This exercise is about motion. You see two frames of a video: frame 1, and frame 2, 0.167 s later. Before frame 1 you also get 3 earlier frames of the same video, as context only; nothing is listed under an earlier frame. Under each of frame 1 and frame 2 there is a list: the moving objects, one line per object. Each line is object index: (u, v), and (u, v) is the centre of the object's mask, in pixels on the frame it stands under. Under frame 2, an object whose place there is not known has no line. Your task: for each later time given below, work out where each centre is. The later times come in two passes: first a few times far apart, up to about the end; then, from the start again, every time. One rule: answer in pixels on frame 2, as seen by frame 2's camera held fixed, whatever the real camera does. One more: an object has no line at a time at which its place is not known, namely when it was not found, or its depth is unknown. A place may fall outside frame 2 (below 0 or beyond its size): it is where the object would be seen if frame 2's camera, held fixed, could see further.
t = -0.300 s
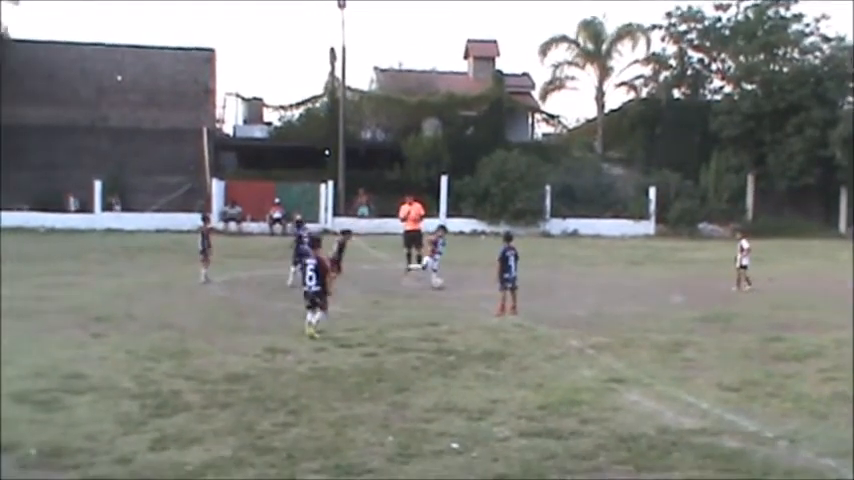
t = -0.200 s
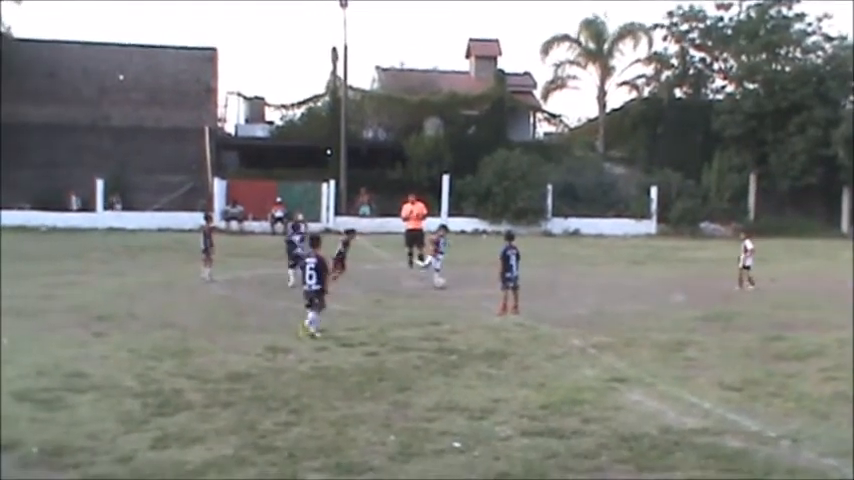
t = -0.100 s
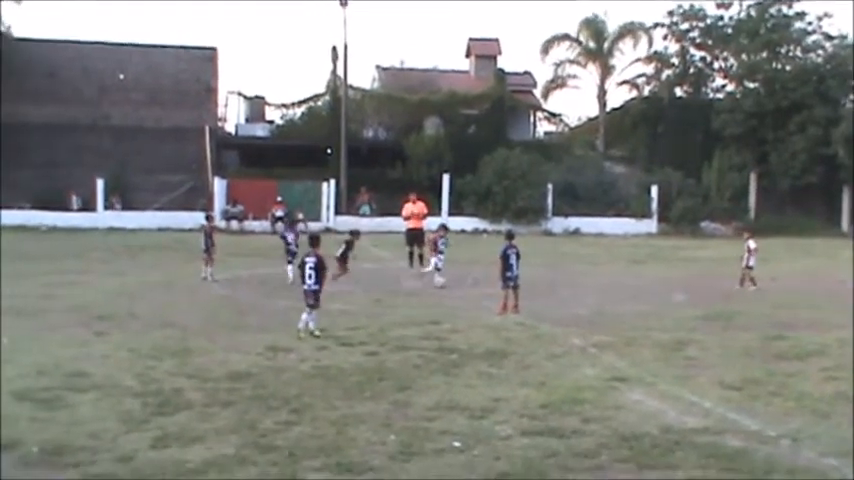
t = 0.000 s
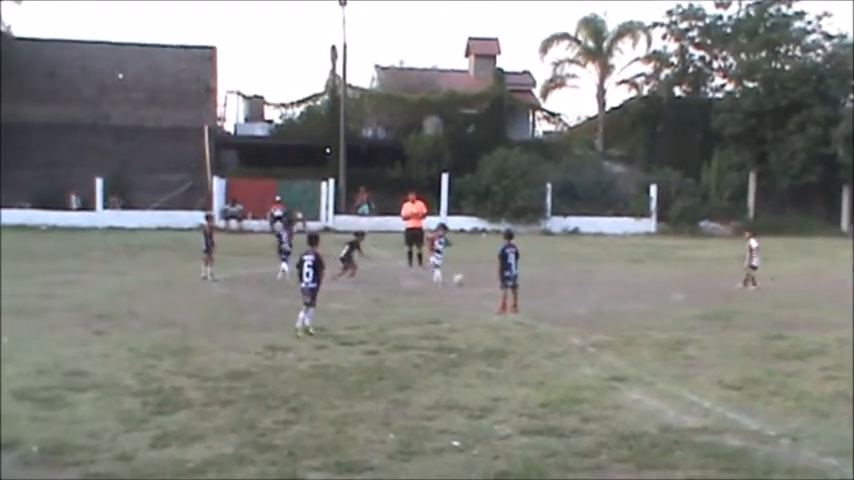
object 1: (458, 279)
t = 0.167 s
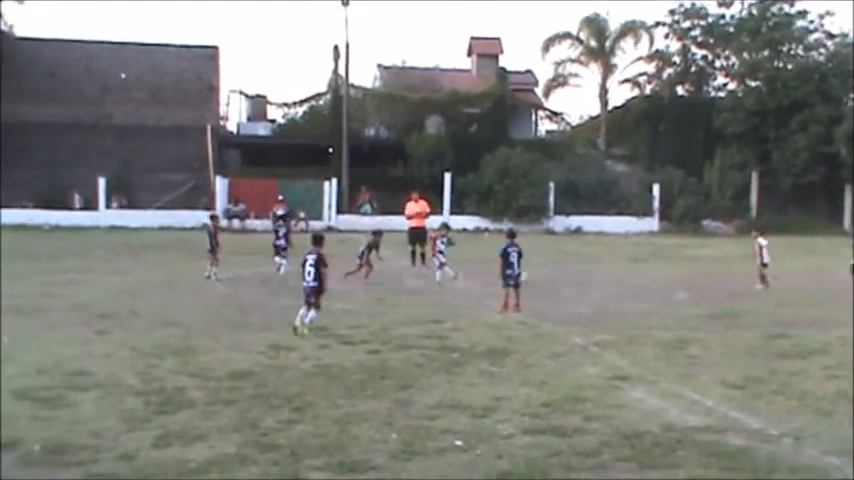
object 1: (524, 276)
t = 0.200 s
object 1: (534, 274)
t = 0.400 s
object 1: (594, 274)
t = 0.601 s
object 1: (640, 277)
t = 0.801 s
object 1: (677, 278)
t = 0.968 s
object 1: (704, 283)
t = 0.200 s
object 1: (534, 274)
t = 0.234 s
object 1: (545, 272)
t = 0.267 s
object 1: (555, 271)
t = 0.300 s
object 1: (564, 271)
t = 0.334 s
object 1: (574, 272)
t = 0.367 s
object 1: (584, 273)
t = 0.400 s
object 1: (594, 274)
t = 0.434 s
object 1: (603, 276)
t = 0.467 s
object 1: (613, 279)
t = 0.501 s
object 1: (621, 281)
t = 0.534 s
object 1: (628, 280)
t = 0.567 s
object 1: (634, 278)
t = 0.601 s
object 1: (640, 277)
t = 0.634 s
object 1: (646, 275)
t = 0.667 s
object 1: (652, 275)
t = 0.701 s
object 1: (659, 275)
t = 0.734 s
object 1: (666, 275)
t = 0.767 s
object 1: (671, 277)
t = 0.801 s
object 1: (677, 278)
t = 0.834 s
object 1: (684, 282)
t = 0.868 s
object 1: (691, 284)
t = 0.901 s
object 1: (696, 283)
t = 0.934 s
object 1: (701, 283)
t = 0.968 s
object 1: (704, 283)
